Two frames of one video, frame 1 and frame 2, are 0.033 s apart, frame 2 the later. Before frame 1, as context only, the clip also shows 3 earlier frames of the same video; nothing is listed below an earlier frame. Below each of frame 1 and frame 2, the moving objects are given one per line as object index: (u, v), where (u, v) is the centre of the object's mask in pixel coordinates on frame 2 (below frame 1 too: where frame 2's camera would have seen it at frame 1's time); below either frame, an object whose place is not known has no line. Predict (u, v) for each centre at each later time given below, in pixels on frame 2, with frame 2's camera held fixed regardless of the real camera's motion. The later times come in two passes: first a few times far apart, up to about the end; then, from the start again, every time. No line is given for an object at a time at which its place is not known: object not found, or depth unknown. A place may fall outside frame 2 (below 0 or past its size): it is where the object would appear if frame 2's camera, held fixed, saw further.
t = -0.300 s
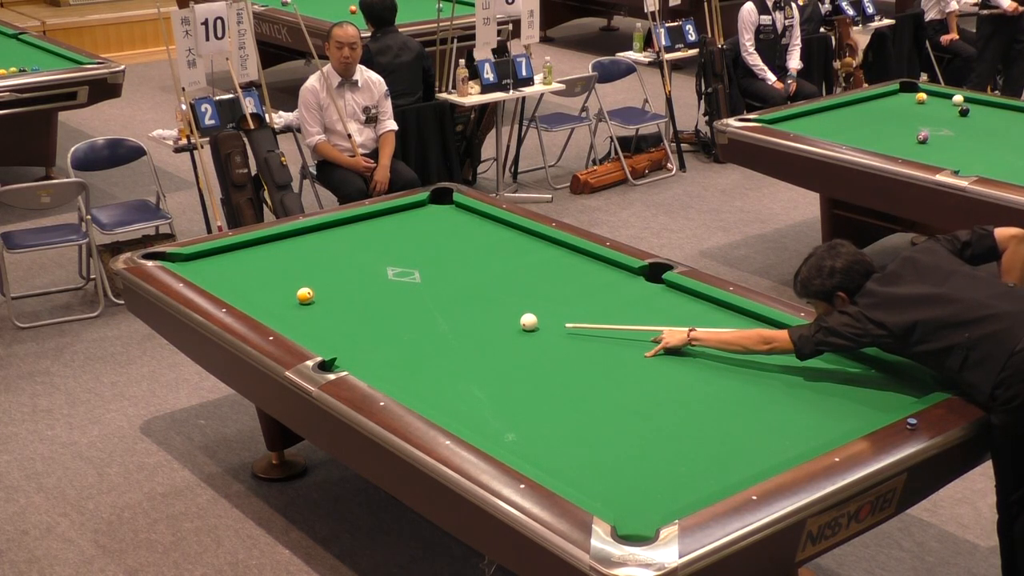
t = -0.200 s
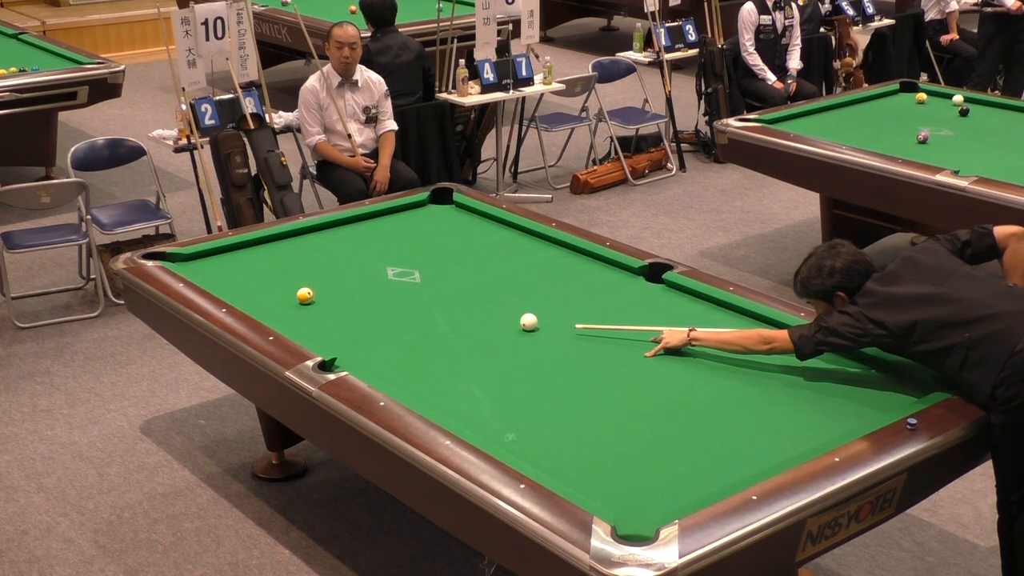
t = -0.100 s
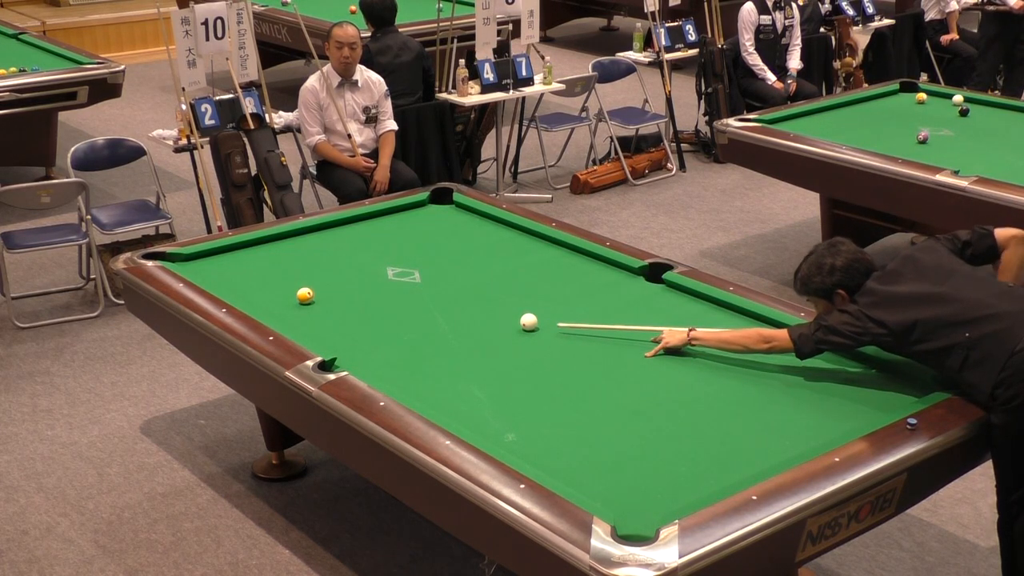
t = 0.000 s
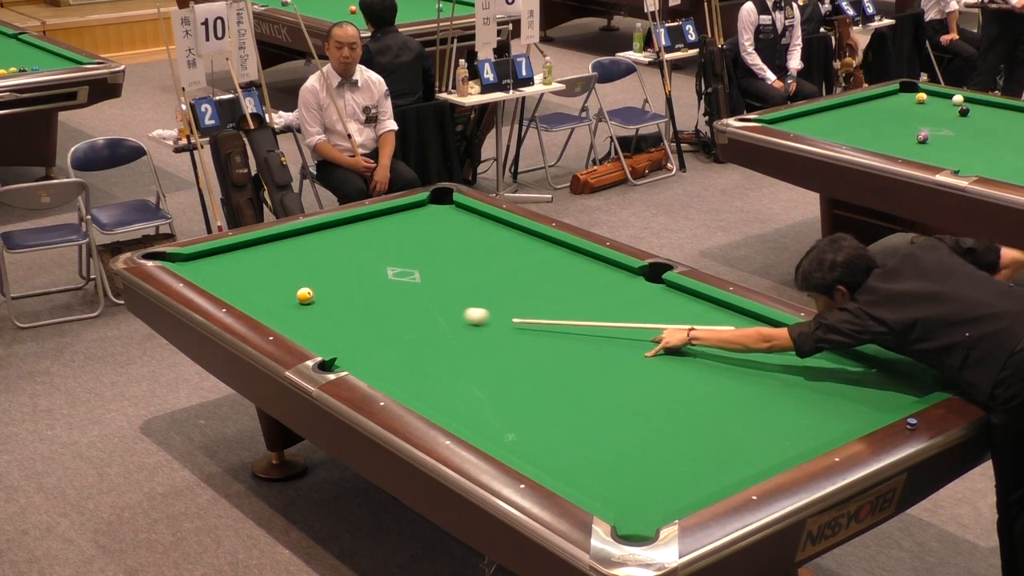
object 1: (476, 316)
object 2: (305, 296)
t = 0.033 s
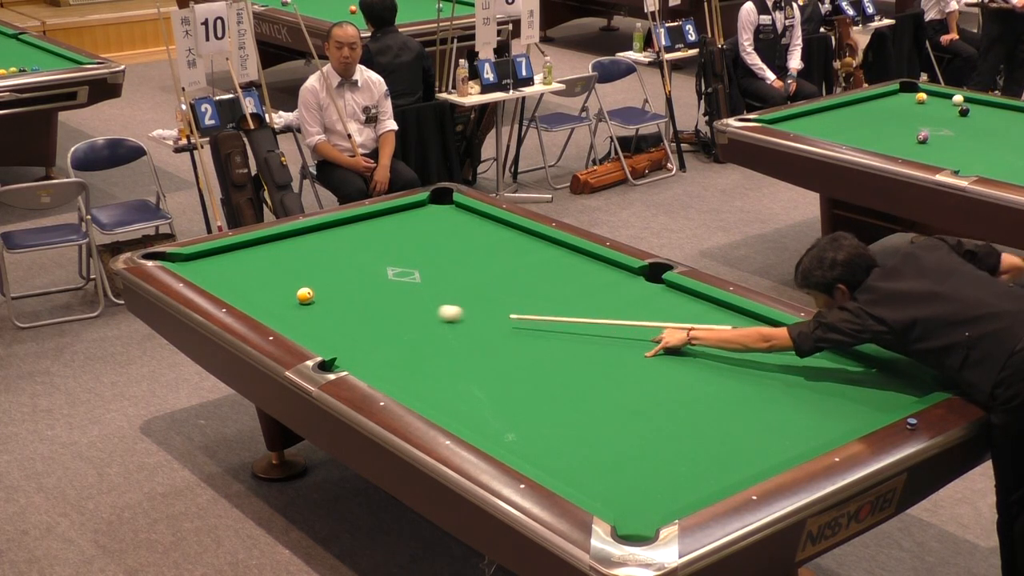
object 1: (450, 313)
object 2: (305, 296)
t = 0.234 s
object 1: (317, 299)
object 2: (301, 294)
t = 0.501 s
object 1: (276, 311)
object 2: (209, 269)
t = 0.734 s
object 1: (288, 312)
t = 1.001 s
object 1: (314, 311)
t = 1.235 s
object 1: (335, 309)
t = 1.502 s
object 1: (358, 308)
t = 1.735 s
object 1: (376, 307)
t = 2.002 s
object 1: (395, 306)
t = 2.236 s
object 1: (410, 304)
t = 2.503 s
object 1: (425, 304)
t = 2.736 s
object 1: (437, 303)
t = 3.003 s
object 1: (449, 302)
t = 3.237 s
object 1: (459, 301)
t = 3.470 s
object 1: (466, 300)
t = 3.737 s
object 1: (473, 300)
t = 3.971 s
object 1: (478, 300)
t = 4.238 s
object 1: (483, 300)
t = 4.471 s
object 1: (485, 299)
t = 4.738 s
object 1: (486, 299)
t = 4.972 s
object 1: (485, 299)
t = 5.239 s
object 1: (485, 299)
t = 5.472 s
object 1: (485, 299)
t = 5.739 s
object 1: (485, 299)
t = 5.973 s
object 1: (485, 299)
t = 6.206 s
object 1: (485, 299)
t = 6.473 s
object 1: (485, 299)
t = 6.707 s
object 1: (485, 299)
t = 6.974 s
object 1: (485, 299)
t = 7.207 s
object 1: (485, 299)
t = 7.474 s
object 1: (485, 299)
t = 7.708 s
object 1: (485, 299)
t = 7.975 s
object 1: (485, 299)
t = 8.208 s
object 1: (485, 299)
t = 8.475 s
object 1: (485, 299)
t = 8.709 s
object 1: (485, 299)
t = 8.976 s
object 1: (485, 299)
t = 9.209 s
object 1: (485, 299)
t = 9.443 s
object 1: (485, 299)
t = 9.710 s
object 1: (485, 299)
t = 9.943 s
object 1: (485, 299)
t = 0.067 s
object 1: (425, 310)
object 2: (305, 295)
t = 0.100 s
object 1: (401, 308)
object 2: (305, 296)
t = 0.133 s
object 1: (378, 305)
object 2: (305, 296)
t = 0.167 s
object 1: (356, 303)
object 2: (305, 296)
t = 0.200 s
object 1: (335, 301)
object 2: (305, 296)
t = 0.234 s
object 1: (317, 299)
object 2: (301, 294)
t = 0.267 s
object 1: (312, 301)
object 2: (289, 291)
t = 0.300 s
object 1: (307, 303)
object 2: (275, 287)
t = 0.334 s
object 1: (302, 304)
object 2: (263, 284)
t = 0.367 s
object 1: (297, 306)
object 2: (251, 281)
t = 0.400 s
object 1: (291, 307)
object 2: (240, 277)
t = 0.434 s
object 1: (286, 309)
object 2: (229, 275)
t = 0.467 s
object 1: (281, 310)
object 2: (219, 272)
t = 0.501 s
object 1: (276, 311)
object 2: (209, 269)
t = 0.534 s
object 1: (272, 312)
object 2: (200, 266)
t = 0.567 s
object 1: (270, 312)
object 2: (192, 264)
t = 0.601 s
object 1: (274, 312)
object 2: (184, 261)
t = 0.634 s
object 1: (278, 312)
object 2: (175, 258)
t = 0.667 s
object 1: (281, 312)
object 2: (167, 257)
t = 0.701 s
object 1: (285, 312)
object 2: (159, 259)
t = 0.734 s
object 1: (288, 312)
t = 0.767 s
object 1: (292, 312)
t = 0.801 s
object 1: (295, 312)
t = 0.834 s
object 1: (298, 311)
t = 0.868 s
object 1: (302, 311)
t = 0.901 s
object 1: (305, 311)
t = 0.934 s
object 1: (308, 311)
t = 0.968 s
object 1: (311, 311)
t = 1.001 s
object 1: (314, 311)
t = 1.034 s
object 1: (317, 311)
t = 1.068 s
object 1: (320, 310)
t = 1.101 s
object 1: (323, 310)
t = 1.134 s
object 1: (326, 310)
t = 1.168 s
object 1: (329, 310)
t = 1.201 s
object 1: (332, 310)
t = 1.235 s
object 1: (335, 309)
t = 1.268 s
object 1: (338, 309)
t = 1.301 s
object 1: (341, 309)
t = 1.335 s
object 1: (344, 309)
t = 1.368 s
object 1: (347, 309)
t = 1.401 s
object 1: (350, 309)
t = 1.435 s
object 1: (353, 308)
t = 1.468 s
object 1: (355, 308)
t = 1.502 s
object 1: (358, 308)
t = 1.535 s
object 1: (361, 308)
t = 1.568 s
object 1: (363, 308)
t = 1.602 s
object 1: (366, 308)
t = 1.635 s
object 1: (368, 307)
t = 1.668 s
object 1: (371, 307)
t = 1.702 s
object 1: (373, 307)
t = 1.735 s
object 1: (376, 307)
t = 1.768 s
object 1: (378, 307)
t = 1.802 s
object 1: (381, 307)
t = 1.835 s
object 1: (383, 306)
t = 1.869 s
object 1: (385, 306)
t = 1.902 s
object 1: (388, 306)
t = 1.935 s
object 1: (390, 306)
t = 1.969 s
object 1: (392, 306)
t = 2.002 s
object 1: (395, 306)
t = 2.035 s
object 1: (397, 305)
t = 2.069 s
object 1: (399, 305)
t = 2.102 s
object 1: (401, 305)
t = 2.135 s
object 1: (404, 305)
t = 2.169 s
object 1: (406, 305)
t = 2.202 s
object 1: (408, 305)
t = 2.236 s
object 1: (410, 304)
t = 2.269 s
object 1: (412, 304)
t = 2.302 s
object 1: (414, 304)
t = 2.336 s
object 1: (416, 304)
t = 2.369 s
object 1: (418, 304)
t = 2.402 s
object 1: (419, 304)
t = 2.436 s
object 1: (421, 304)
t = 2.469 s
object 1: (423, 304)
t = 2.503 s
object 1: (425, 304)
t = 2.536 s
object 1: (427, 303)
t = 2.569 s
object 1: (429, 303)
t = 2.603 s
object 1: (431, 303)
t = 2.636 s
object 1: (432, 303)
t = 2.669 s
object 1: (434, 303)
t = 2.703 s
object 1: (436, 303)
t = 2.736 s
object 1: (437, 303)
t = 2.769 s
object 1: (439, 303)
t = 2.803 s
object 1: (440, 303)
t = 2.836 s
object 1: (442, 302)
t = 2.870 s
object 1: (443, 302)
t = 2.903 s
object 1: (445, 302)
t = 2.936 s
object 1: (447, 302)
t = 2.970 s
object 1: (448, 302)
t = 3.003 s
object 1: (449, 302)
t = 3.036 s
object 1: (451, 302)
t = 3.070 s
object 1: (452, 302)
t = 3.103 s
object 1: (453, 301)
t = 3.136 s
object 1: (455, 301)
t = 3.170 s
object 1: (456, 301)
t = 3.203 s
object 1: (457, 301)
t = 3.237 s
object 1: (459, 301)
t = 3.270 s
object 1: (460, 301)
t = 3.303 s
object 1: (461, 301)
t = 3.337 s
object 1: (462, 301)
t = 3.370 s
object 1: (463, 301)
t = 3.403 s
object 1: (464, 301)
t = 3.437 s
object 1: (465, 301)
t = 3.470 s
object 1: (466, 300)
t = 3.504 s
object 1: (467, 301)
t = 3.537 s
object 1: (468, 301)
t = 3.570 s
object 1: (469, 300)
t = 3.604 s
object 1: (470, 300)
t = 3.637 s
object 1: (471, 300)
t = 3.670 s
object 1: (472, 300)
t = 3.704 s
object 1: (472, 300)
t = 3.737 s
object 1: (473, 300)
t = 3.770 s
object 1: (474, 300)
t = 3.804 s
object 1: (475, 300)
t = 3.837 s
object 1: (475, 300)
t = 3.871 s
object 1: (477, 300)
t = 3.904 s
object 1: (477, 300)
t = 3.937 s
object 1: (478, 300)
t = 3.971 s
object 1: (478, 300)
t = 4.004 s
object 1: (479, 300)
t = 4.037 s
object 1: (480, 300)
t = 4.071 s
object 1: (480, 300)
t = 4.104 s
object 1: (481, 300)
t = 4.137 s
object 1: (481, 300)
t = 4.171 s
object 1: (482, 300)
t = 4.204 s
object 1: (482, 299)
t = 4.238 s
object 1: (483, 300)
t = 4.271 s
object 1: (483, 299)
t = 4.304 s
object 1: (483, 299)
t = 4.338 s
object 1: (484, 299)
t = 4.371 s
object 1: (484, 299)
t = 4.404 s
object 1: (484, 299)
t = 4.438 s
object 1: (485, 299)
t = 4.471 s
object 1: (485, 299)
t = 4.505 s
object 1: (485, 299)
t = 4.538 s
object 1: (485, 299)
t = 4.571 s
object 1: (485, 299)
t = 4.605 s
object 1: (485, 299)
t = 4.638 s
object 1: (486, 299)
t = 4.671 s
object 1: (486, 299)
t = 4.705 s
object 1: (486, 299)
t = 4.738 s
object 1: (486, 299)
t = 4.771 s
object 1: (486, 299)
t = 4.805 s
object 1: (486, 299)
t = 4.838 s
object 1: (486, 299)
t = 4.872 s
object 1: (485, 299)
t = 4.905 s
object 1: (485, 299)
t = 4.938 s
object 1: (485, 299)
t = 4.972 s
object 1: (485, 299)
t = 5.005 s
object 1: (485, 299)
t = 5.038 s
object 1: (485, 299)
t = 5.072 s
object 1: (485, 299)
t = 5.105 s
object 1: (485, 299)
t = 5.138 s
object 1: (485, 299)
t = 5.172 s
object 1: (485, 299)
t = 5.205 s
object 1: (485, 299)
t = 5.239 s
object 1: (485, 299)
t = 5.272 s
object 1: (485, 299)
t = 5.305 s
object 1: (485, 299)
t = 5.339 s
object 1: (485, 299)
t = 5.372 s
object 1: (485, 299)
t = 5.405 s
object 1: (485, 299)
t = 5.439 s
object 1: (485, 299)
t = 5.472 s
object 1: (485, 299)
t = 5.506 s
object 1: (485, 299)
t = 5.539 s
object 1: (485, 299)
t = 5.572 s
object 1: (485, 299)
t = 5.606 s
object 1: (485, 299)
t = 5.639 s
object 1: (485, 299)
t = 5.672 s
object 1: (485, 299)
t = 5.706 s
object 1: (485, 299)
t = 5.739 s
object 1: (485, 299)
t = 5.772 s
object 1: (485, 299)
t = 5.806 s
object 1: (485, 299)
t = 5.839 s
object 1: (485, 299)
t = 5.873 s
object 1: (485, 299)
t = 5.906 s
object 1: (485, 299)
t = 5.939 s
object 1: (485, 299)
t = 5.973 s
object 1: (485, 299)
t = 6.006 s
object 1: (485, 299)
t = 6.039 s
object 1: (485, 299)
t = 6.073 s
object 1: (485, 299)
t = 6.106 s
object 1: (485, 299)
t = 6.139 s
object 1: (485, 299)
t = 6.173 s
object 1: (485, 299)
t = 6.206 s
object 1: (485, 299)
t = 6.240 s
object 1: (485, 299)
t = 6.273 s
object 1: (485, 299)
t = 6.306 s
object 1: (485, 299)
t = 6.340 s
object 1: (485, 299)
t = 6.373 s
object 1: (485, 299)
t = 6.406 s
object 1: (485, 299)
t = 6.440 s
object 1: (485, 299)
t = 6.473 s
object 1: (485, 299)
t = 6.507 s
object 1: (485, 299)
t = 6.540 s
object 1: (485, 299)
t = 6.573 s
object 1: (485, 299)
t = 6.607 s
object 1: (485, 299)
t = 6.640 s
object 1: (485, 299)
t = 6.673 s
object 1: (485, 299)
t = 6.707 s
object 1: (485, 299)
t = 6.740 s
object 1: (485, 299)
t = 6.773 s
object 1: (485, 299)
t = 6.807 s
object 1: (485, 299)
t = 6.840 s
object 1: (485, 299)
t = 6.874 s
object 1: (485, 299)
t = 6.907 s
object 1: (485, 299)
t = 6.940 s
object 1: (485, 299)
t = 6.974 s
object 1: (485, 299)
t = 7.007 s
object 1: (485, 299)
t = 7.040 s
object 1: (485, 299)
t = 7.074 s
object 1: (485, 299)
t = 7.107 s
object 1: (485, 299)
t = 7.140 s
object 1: (485, 299)
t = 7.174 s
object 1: (485, 299)
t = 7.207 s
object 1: (485, 299)
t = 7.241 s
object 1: (485, 299)
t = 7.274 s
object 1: (485, 299)
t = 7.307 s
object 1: (485, 299)
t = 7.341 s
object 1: (485, 299)
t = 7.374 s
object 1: (485, 299)
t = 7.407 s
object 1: (485, 299)
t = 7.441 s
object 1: (485, 299)
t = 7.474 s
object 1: (485, 299)
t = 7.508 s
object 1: (485, 299)
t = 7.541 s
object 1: (485, 299)
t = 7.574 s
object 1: (485, 299)
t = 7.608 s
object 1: (485, 299)
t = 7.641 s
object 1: (485, 299)
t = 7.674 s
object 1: (485, 299)
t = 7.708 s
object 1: (485, 299)
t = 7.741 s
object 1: (485, 299)
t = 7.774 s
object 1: (485, 299)
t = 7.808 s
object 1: (485, 299)
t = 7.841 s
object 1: (485, 299)
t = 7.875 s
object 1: (485, 299)
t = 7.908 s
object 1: (485, 299)
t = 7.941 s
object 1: (485, 299)
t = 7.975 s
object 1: (485, 299)
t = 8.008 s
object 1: (485, 299)
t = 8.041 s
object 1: (485, 299)
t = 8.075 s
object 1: (485, 299)
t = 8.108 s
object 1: (485, 299)
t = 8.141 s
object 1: (485, 299)
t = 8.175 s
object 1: (485, 299)
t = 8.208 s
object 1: (485, 299)
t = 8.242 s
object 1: (485, 299)
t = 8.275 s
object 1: (485, 299)
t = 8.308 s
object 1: (485, 299)
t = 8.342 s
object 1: (485, 299)
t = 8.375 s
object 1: (485, 299)
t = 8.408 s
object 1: (485, 299)
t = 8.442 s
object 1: (485, 299)
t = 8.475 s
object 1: (485, 299)
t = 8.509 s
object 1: (485, 299)
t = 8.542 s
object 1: (485, 299)
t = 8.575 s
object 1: (485, 299)
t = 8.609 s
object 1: (485, 299)
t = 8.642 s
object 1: (485, 299)
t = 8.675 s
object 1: (485, 299)
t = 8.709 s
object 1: (485, 299)
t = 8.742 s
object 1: (485, 299)
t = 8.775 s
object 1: (485, 299)
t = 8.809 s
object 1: (485, 299)
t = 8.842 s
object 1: (485, 299)
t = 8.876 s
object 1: (485, 299)
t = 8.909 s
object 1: (485, 299)
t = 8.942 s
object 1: (485, 299)
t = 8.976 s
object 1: (485, 299)
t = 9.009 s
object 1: (485, 299)
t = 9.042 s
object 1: (485, 299)
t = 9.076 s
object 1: (485, 299)
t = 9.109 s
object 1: (485, 299)
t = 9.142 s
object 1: (485, 299)
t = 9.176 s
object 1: (485, 299)
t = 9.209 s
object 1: (485, 299)
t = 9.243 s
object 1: (485, 299)
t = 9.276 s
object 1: (485, 299)
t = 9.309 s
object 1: (485, 299)
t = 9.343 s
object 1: (485, 299)
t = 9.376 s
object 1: (485, 299)
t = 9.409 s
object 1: (485, 299)
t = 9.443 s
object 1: (485, 299)
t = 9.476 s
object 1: (485, 299)
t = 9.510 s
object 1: (485, 299)
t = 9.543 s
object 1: (485, 299)
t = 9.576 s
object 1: (485, 299)
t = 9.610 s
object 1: (485, 299)
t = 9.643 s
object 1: (485, 299)
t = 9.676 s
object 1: (485, 299)
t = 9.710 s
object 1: (485, 299)
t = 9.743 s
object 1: (485, 299)
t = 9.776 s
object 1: (485, 299)
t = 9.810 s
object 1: (485, 299)
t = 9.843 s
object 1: (485, 299)
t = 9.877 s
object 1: (485, 299)
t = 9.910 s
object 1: (485, 299)
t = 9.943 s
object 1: (485, 299)
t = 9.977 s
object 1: (485, 299)
